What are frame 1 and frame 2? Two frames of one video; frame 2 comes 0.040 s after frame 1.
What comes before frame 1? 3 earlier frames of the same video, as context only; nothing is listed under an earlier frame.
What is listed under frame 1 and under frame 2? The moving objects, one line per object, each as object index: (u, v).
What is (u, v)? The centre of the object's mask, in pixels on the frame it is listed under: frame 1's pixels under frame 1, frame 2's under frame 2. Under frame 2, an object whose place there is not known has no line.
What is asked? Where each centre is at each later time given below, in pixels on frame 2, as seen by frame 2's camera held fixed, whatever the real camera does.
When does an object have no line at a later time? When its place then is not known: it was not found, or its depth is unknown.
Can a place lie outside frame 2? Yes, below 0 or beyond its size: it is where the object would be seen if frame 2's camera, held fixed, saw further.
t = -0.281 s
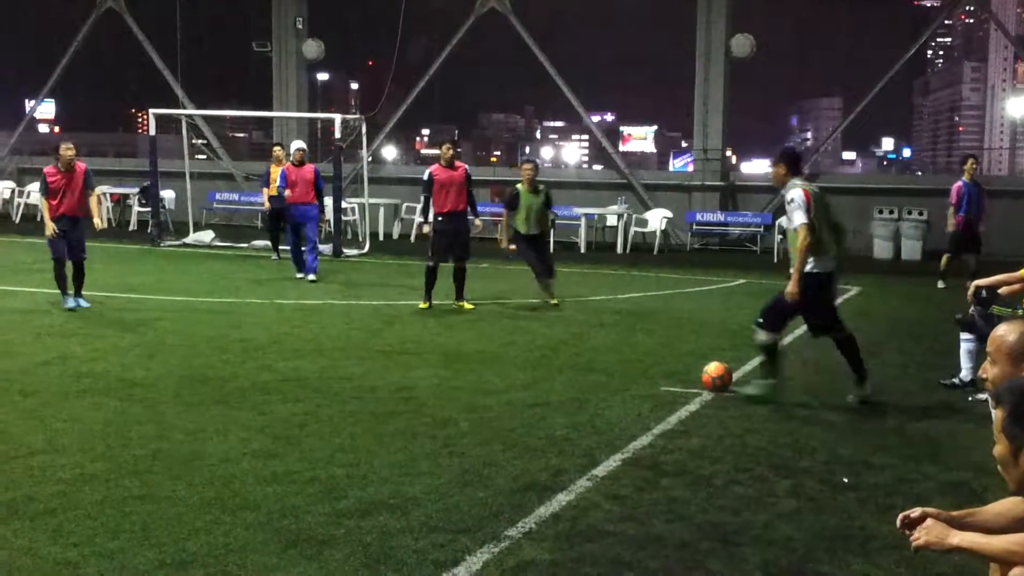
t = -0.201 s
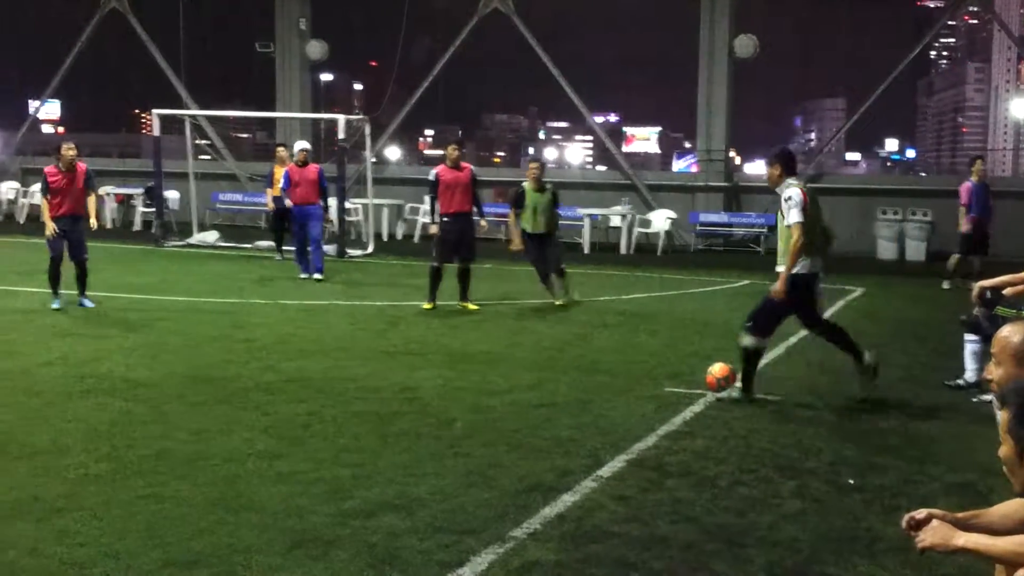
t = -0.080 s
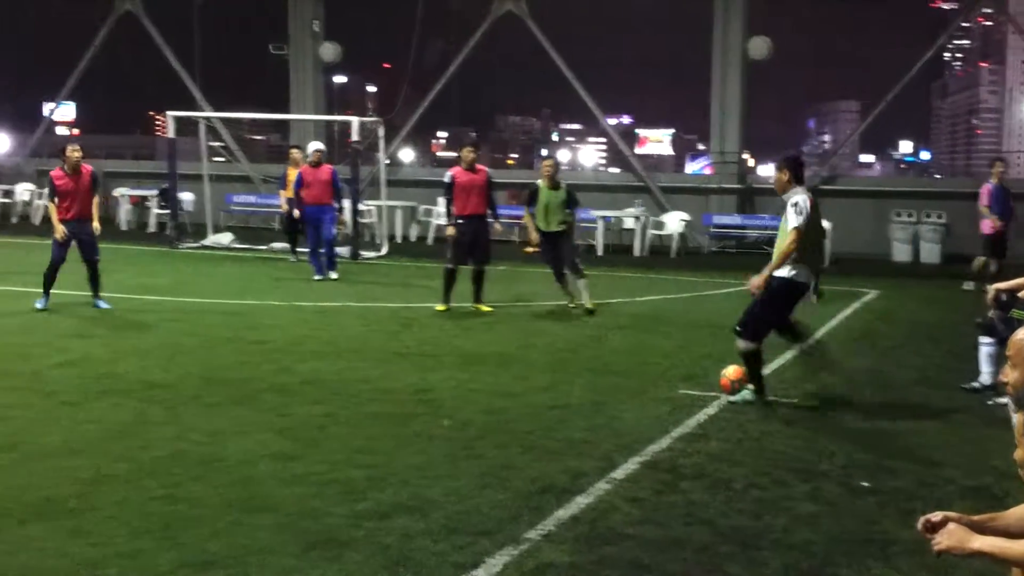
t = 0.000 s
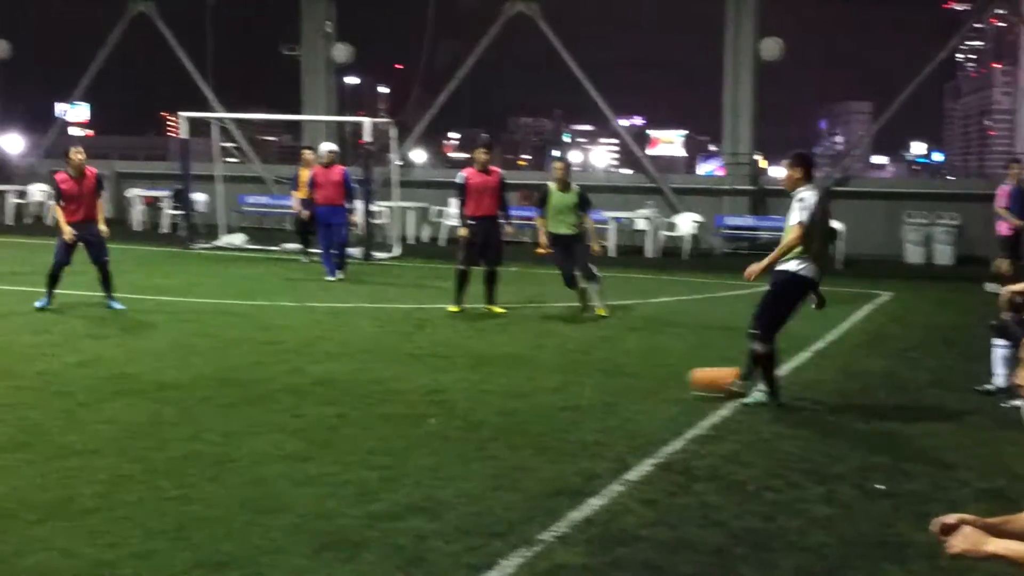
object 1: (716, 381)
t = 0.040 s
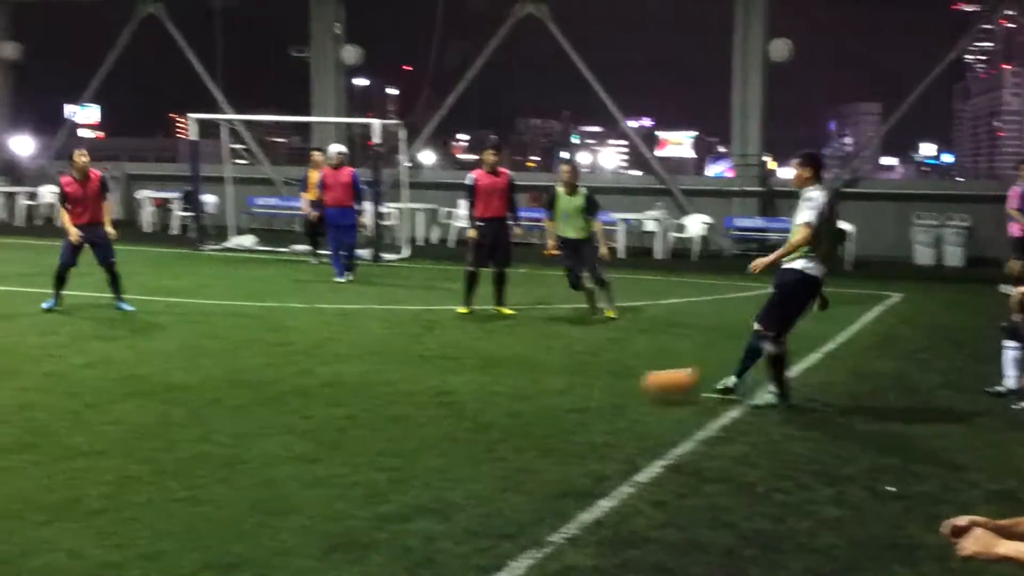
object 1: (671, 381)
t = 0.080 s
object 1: (614, 385)
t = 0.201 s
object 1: (452, 394)
